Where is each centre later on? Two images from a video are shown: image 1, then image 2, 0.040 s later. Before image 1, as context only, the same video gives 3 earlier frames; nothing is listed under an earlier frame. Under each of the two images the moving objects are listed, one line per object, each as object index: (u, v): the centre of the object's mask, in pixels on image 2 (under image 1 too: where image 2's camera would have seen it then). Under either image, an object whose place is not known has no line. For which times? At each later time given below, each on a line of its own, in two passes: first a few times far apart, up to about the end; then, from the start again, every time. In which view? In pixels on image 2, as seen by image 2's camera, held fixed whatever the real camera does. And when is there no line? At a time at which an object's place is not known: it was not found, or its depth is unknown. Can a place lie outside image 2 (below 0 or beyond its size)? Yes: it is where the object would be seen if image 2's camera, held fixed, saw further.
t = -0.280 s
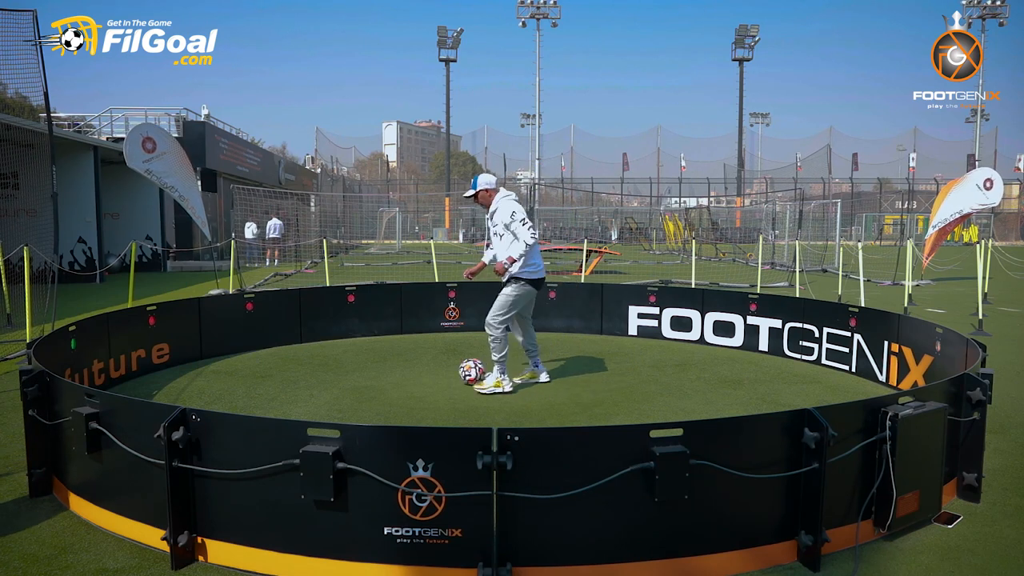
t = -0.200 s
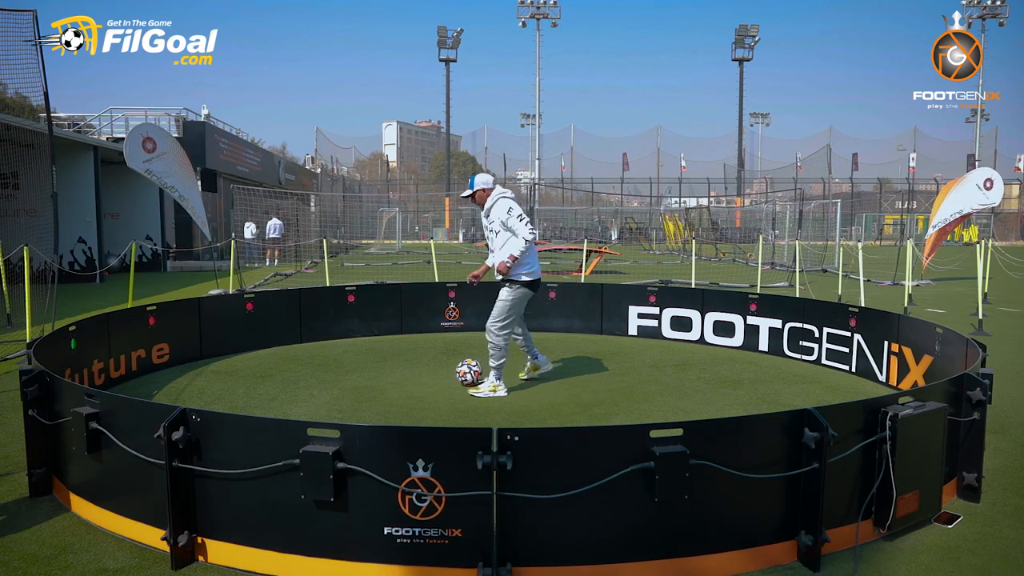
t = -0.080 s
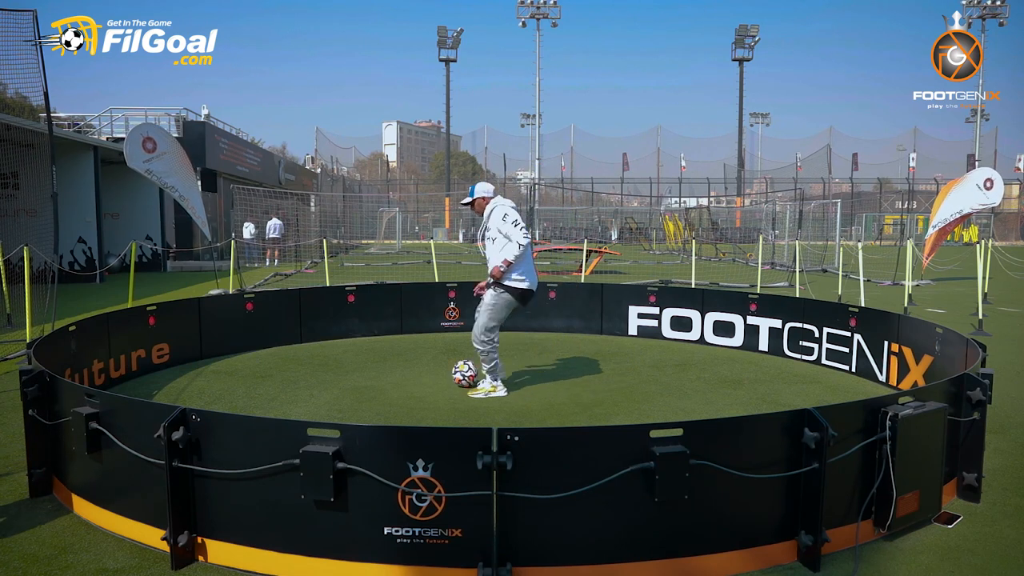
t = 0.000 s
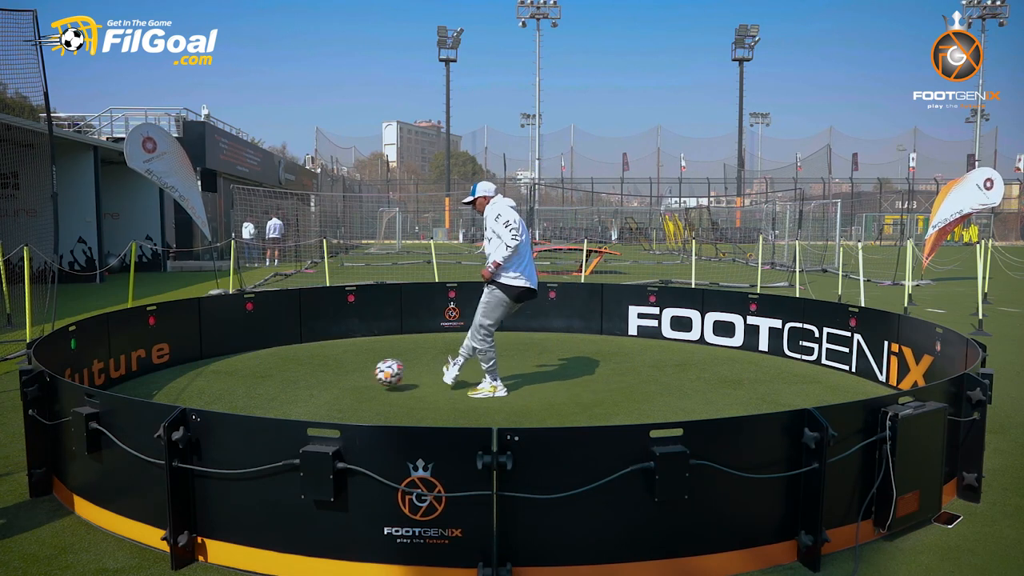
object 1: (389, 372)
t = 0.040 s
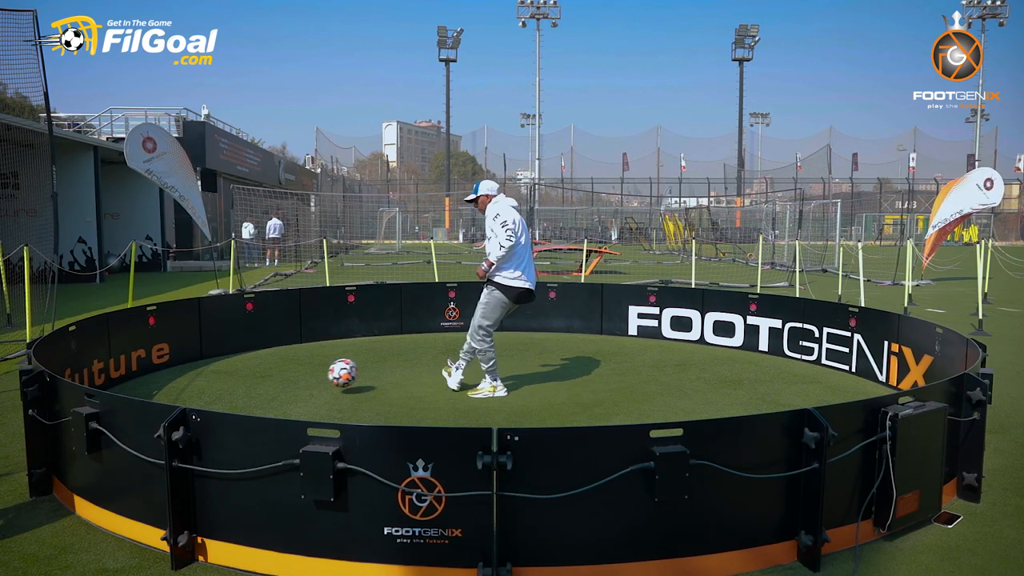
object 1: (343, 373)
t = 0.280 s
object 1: (103, 376)
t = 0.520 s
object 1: (284, 342)
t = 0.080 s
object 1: (294, 375)
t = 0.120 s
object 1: (246, 380)
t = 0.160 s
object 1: (197, 387)
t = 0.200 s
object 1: (152, 386)
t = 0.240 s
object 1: (111, 381)
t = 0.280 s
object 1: (103, 376)
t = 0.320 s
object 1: (133, 365)
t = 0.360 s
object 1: (164, 357)
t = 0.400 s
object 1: (195, 350)
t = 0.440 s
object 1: (225, 345)
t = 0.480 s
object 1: (254, 343)
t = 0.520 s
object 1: (284, 342)
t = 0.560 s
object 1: (312, 344)
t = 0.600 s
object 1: (340, 347)
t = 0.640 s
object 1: (367, 352)
